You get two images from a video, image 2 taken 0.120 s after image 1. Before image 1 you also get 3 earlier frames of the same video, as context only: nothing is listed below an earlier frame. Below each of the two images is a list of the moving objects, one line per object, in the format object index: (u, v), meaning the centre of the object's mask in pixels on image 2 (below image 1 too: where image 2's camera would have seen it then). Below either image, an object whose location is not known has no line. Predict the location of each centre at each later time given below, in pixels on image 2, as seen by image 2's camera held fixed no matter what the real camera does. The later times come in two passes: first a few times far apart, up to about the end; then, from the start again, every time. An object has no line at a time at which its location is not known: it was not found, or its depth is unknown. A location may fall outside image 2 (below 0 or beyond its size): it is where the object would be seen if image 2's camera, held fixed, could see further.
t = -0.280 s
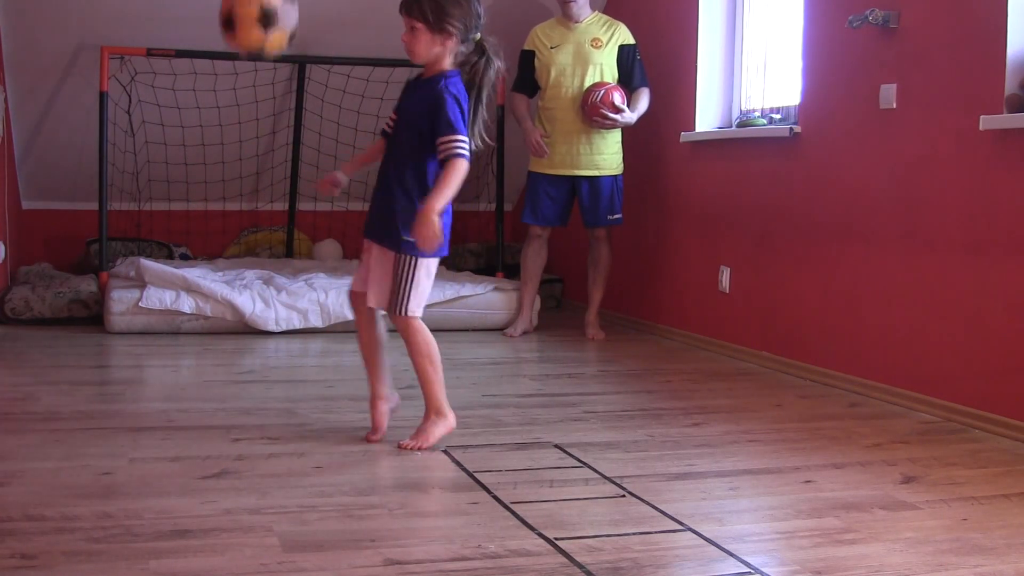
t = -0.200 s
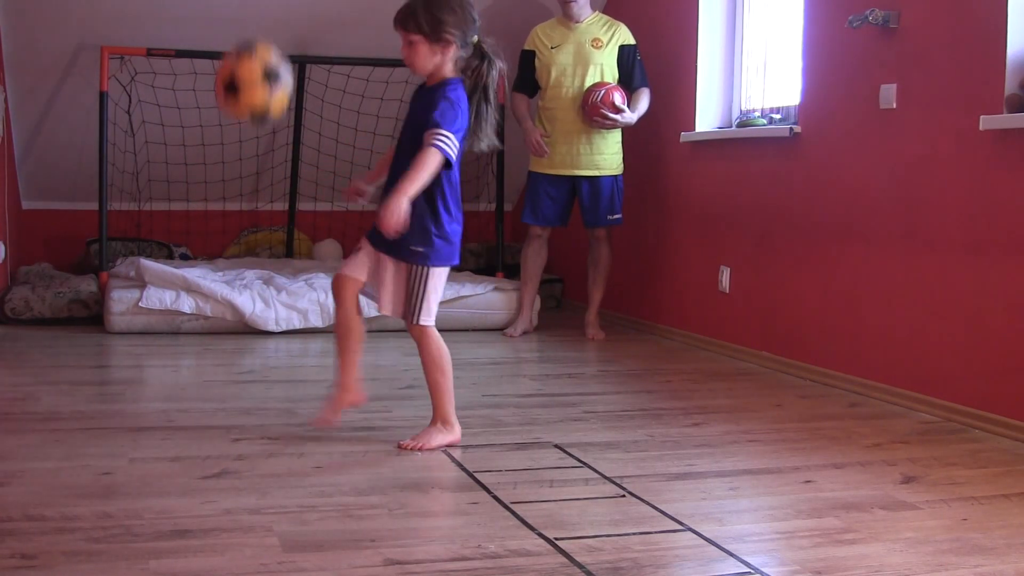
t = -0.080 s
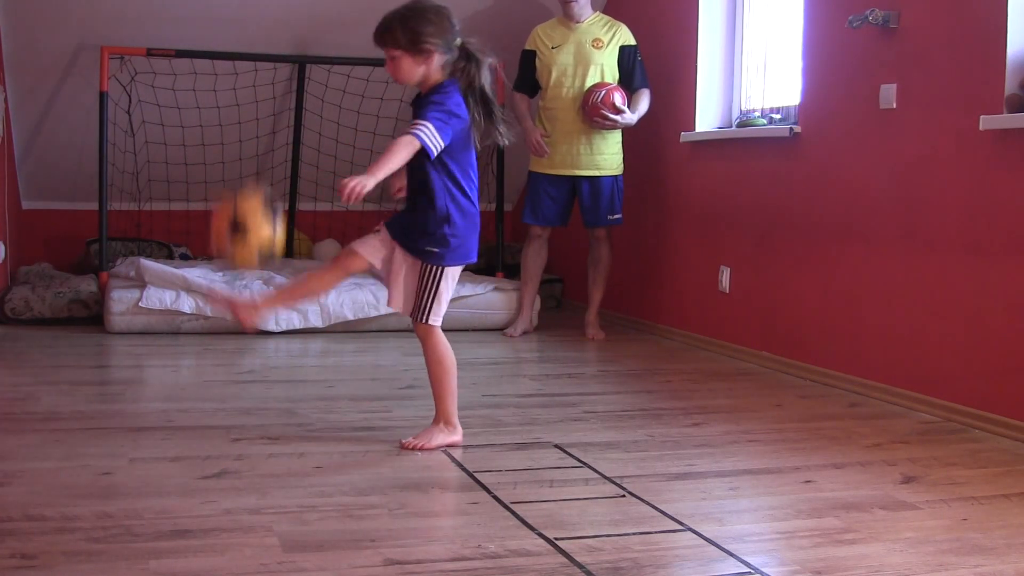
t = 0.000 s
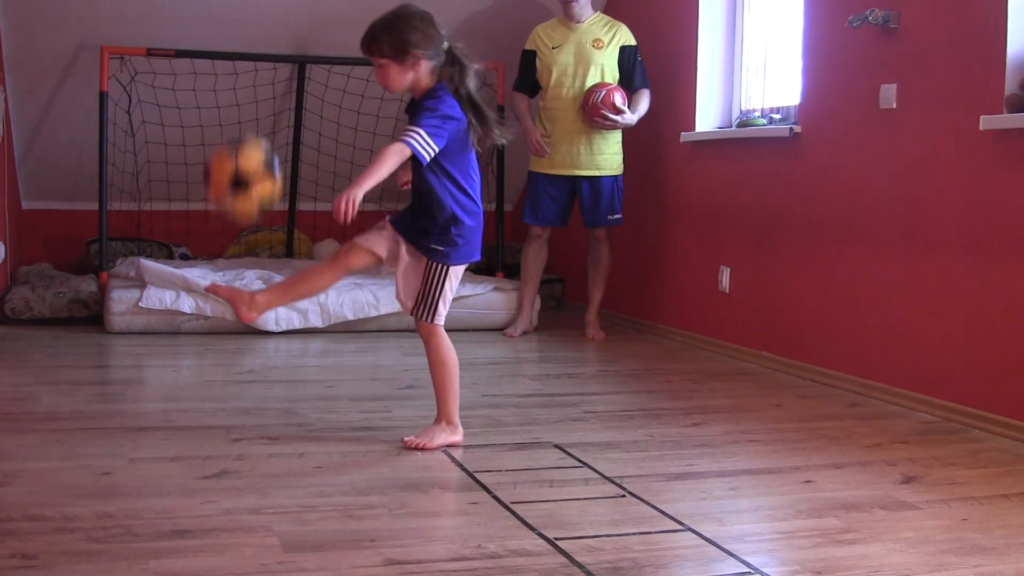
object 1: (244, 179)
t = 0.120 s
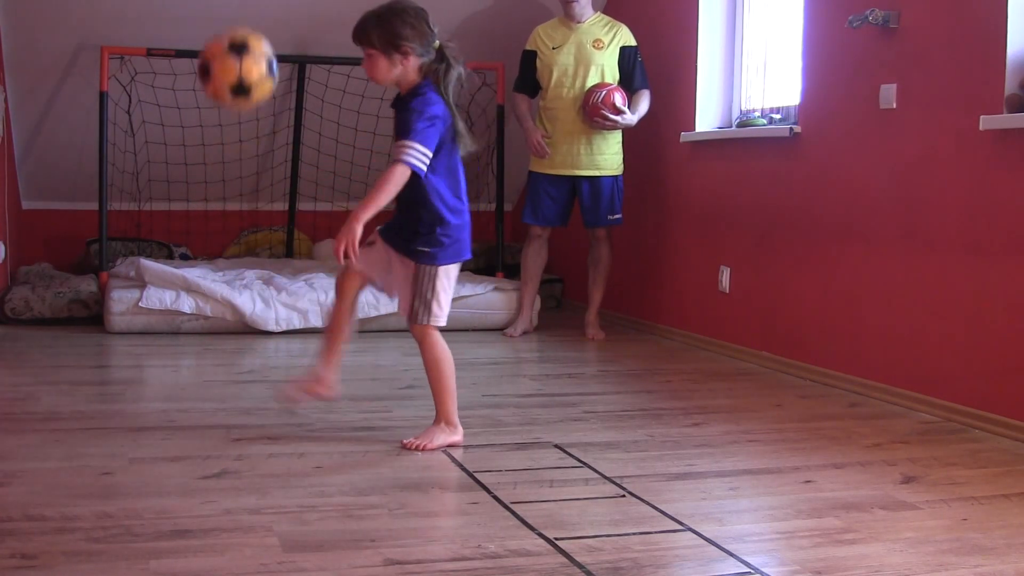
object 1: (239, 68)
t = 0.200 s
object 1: (234, 30)
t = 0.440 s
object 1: (220, 39)
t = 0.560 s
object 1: (212, 136)
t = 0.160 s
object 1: (236, 44)
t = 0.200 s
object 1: (234, 30)
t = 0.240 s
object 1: (232, 23)
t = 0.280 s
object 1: (230, 20)
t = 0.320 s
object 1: (228, 19)
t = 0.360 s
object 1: (226, 22)
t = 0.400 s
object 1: (223, 28)
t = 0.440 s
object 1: (220, 39)
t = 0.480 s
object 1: (218, 63)
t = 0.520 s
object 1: (215, 96)
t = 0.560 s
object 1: (212, 136)
